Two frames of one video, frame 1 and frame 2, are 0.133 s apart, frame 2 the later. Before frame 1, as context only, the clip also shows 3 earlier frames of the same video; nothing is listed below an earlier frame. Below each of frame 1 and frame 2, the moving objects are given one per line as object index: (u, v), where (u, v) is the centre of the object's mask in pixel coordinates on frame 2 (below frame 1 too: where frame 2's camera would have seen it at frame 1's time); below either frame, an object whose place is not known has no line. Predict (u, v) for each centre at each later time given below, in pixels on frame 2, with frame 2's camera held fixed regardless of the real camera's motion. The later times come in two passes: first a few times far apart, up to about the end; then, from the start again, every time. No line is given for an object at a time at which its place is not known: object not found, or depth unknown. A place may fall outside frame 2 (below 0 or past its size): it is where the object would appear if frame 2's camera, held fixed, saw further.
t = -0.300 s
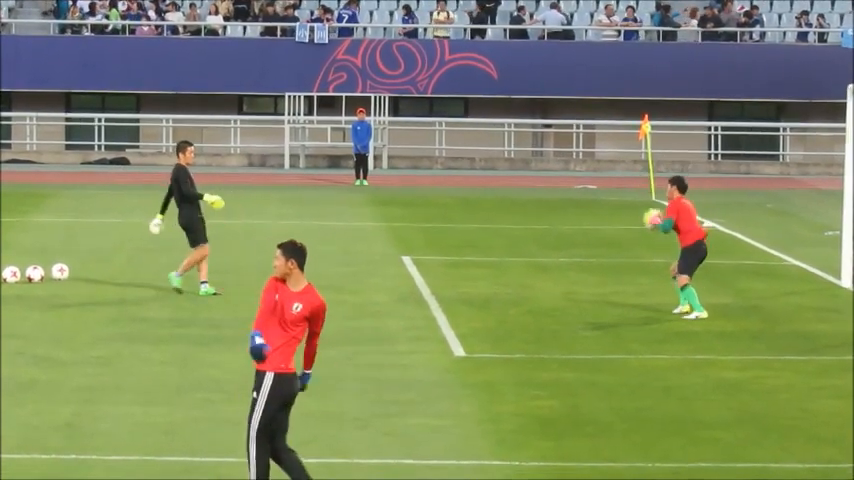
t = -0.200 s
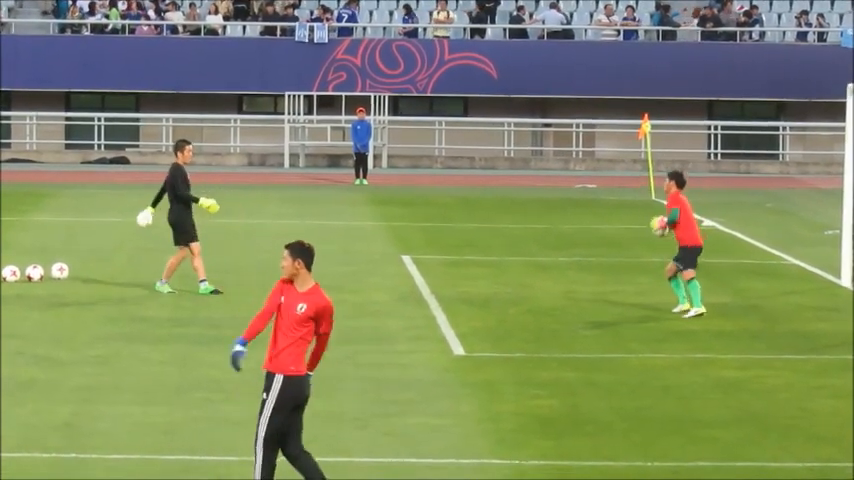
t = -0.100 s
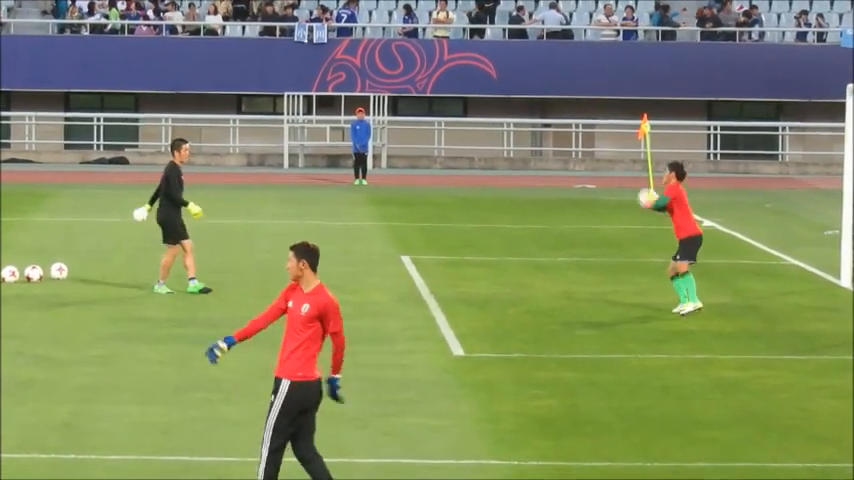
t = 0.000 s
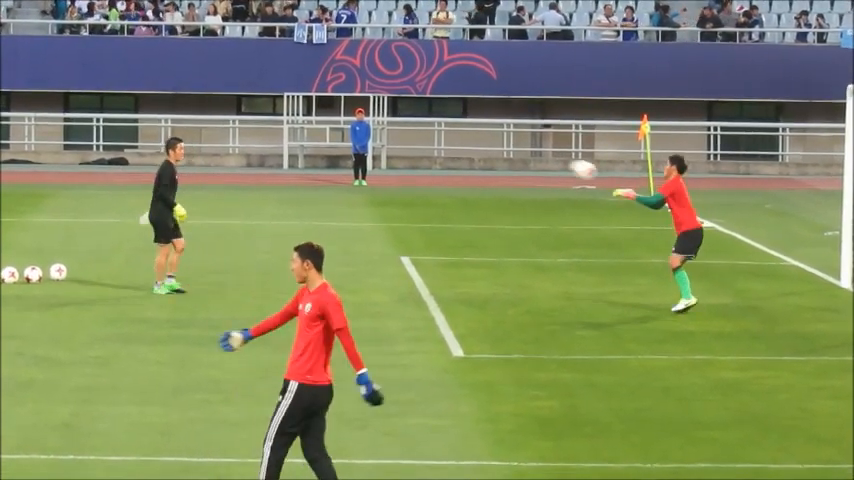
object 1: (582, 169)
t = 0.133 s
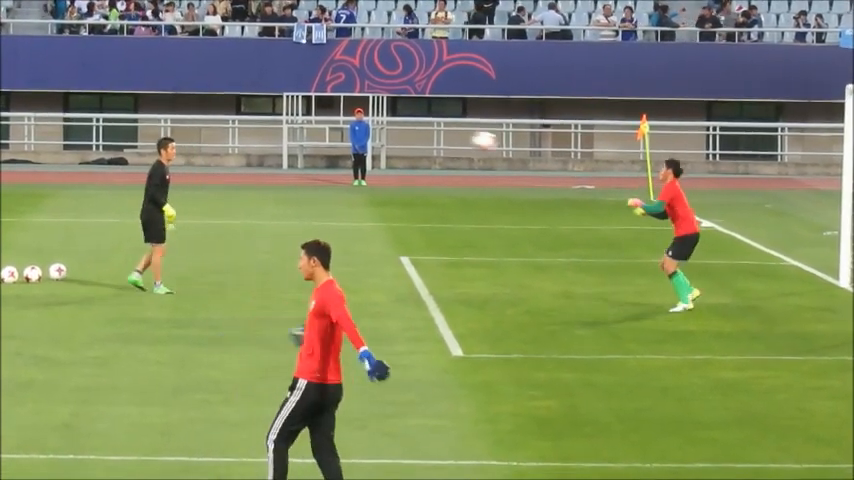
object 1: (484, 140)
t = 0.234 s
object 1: (412, 128)
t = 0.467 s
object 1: (251, 137)
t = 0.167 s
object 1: (460, 135)
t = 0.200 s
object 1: (435, 131)
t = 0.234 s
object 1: (412, 128)
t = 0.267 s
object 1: (389, 127)
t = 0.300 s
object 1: (365, 127)
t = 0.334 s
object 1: (342, 127)
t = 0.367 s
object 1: (319, 128)
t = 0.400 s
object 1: (296, 131)
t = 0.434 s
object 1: (272, 133)
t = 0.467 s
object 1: (251, 137)
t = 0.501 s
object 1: (228, 142)
